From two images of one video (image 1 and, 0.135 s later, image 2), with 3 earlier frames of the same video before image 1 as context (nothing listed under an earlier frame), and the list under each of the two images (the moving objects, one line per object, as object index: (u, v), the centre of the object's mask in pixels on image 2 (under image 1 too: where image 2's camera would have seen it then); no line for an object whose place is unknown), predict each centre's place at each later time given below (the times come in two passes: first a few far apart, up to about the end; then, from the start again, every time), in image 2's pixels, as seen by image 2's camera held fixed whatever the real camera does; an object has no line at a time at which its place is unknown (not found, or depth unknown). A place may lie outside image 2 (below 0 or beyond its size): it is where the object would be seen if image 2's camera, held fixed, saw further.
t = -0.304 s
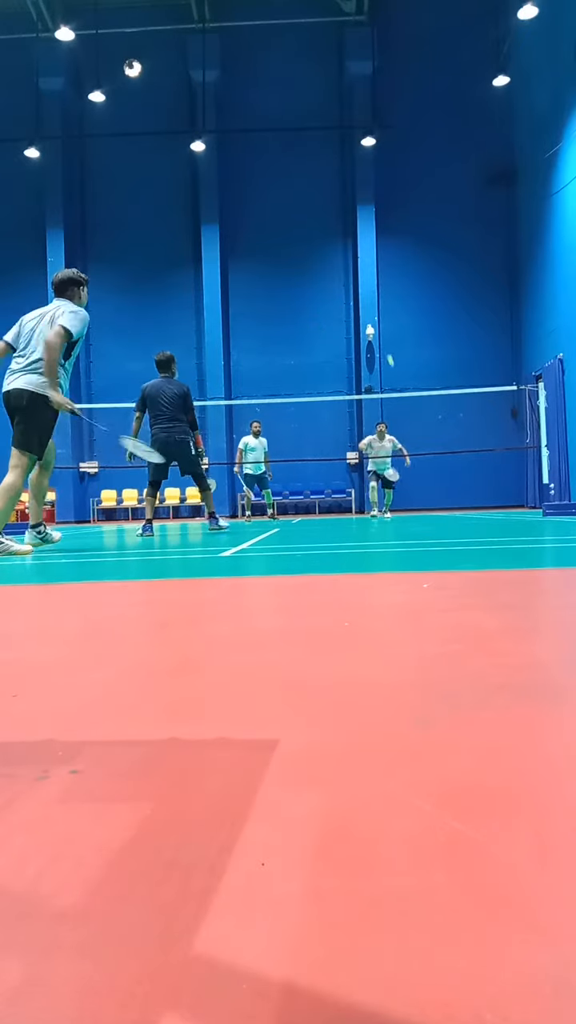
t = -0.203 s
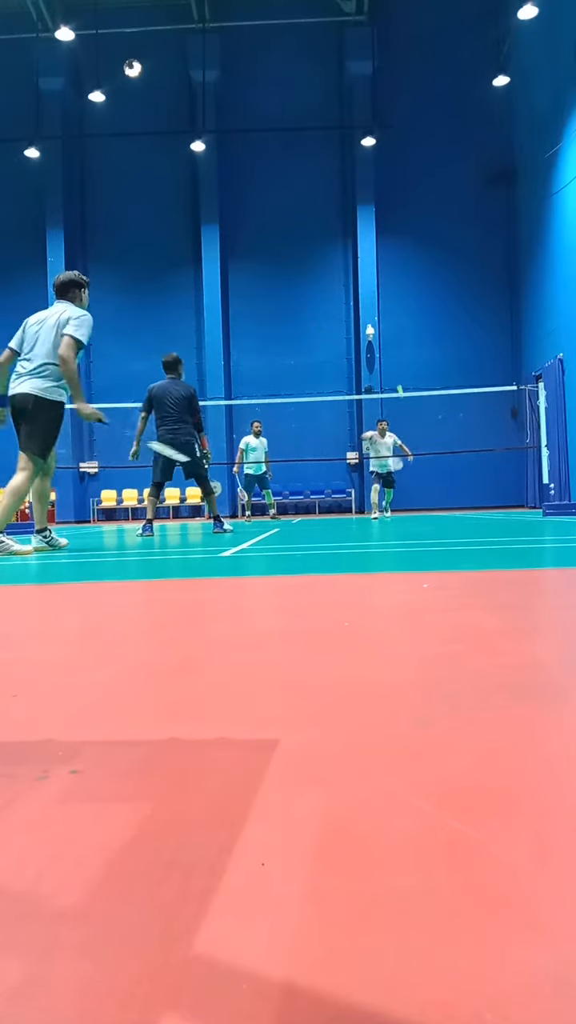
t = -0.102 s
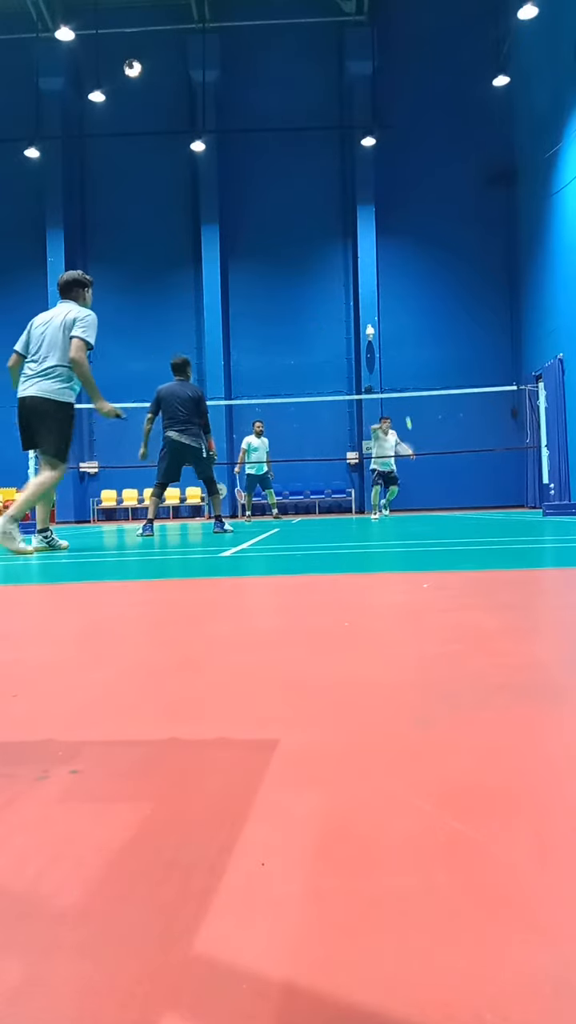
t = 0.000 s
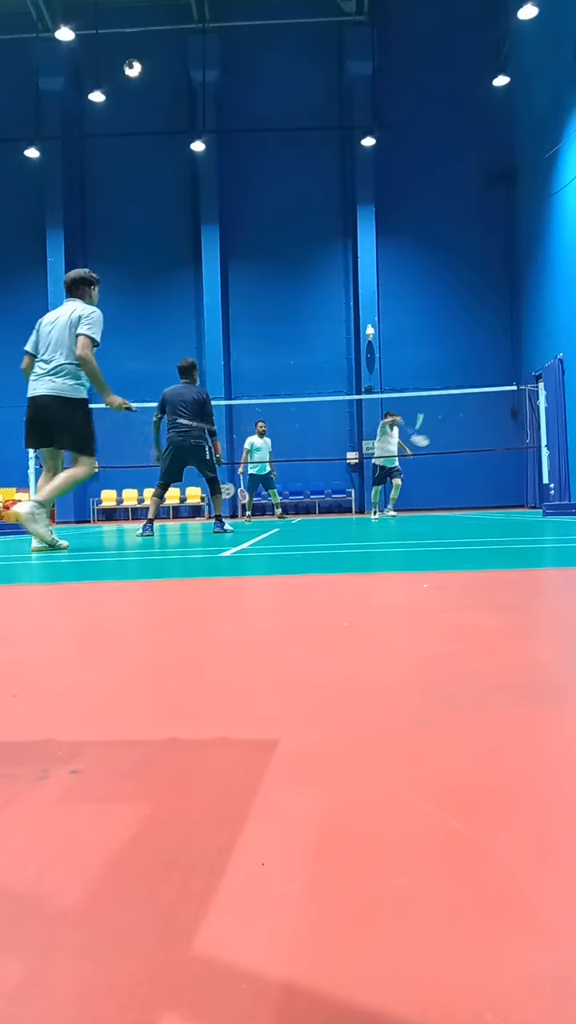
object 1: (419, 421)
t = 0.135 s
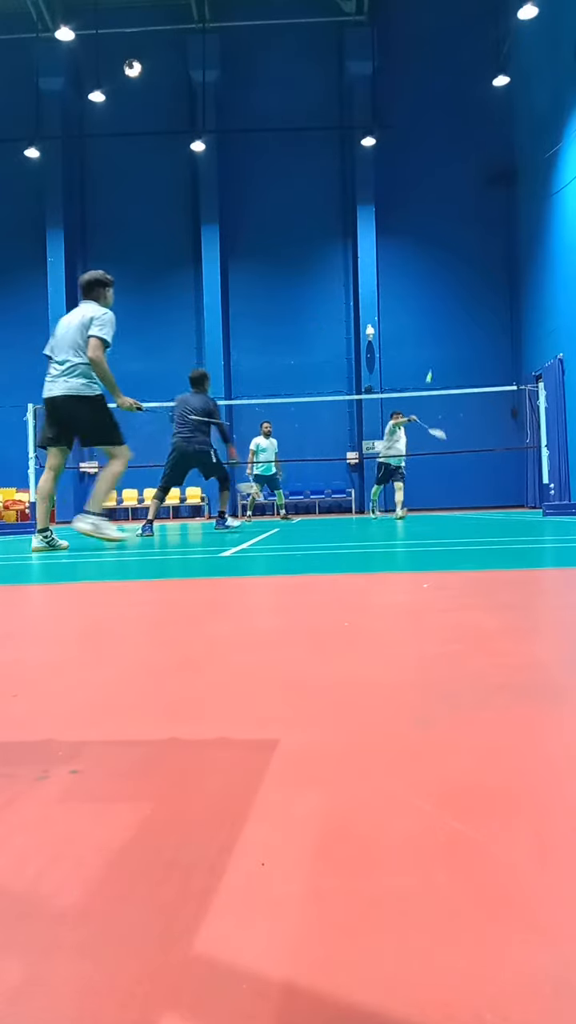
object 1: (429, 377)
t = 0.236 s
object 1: (437, 351)
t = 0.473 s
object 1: (452, 340)
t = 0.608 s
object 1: (465, 350)
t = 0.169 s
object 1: (431, 368)
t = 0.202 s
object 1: (434, 359)
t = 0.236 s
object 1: (437, 351)
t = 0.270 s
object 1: (440, 346)
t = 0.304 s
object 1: (442, 342)
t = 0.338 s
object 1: (445, 340)
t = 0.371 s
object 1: (446, 339)
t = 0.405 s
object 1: (448, 339)
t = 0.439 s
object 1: (450, 339)
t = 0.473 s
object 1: (452, 340)
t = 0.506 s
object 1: (456, 341)
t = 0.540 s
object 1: (458, 343)
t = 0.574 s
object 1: (461, 346)
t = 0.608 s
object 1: (465, 350)
